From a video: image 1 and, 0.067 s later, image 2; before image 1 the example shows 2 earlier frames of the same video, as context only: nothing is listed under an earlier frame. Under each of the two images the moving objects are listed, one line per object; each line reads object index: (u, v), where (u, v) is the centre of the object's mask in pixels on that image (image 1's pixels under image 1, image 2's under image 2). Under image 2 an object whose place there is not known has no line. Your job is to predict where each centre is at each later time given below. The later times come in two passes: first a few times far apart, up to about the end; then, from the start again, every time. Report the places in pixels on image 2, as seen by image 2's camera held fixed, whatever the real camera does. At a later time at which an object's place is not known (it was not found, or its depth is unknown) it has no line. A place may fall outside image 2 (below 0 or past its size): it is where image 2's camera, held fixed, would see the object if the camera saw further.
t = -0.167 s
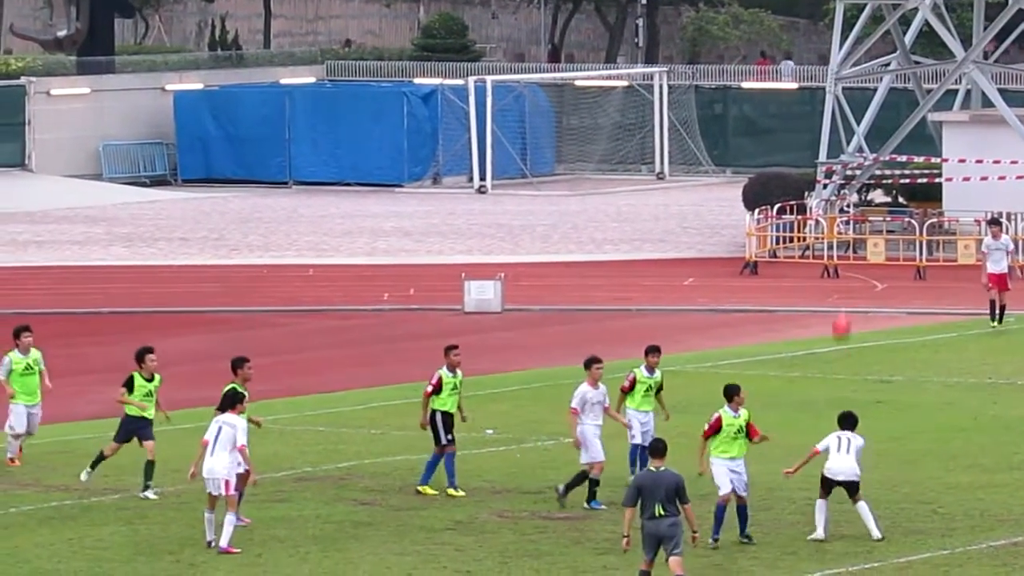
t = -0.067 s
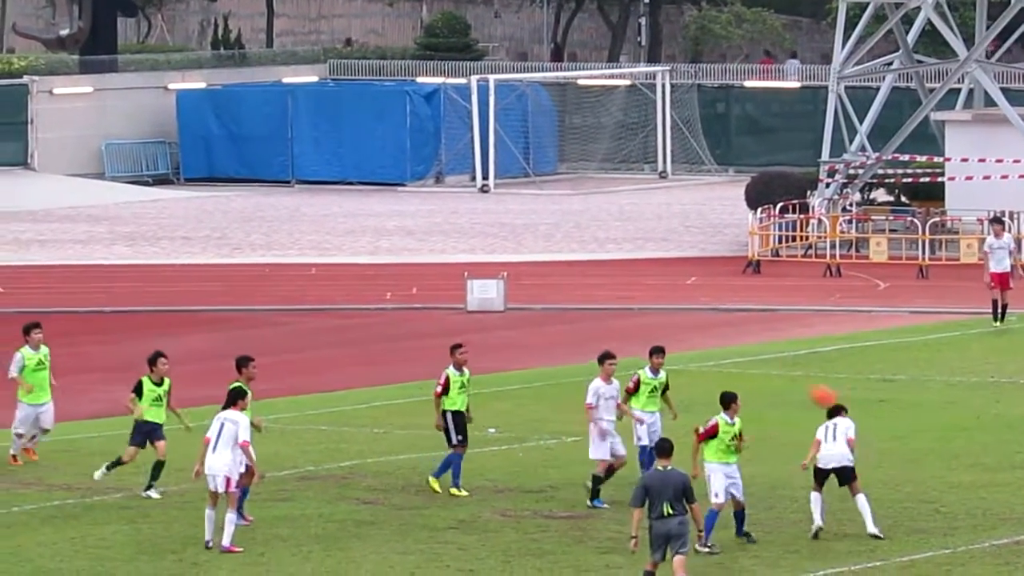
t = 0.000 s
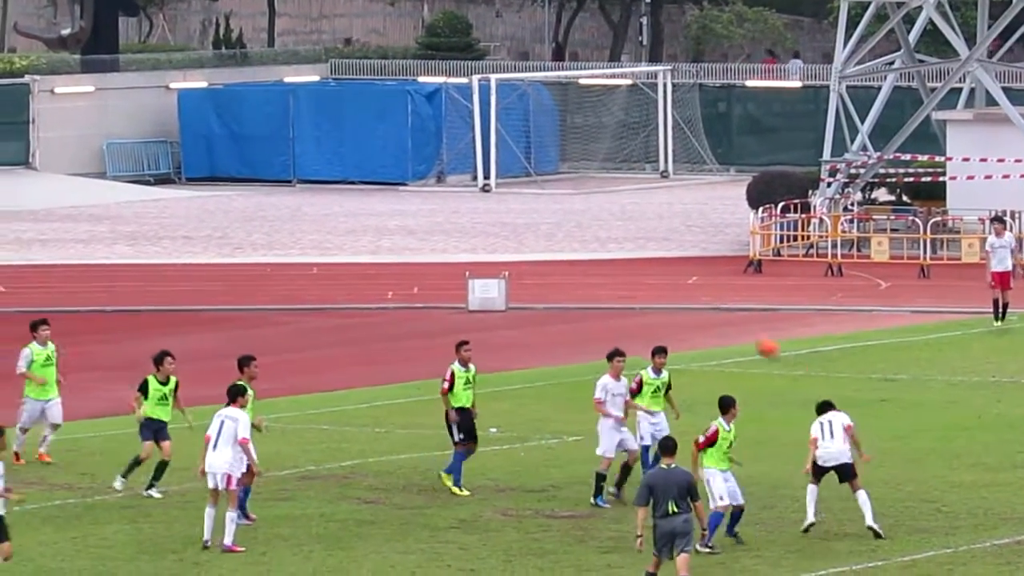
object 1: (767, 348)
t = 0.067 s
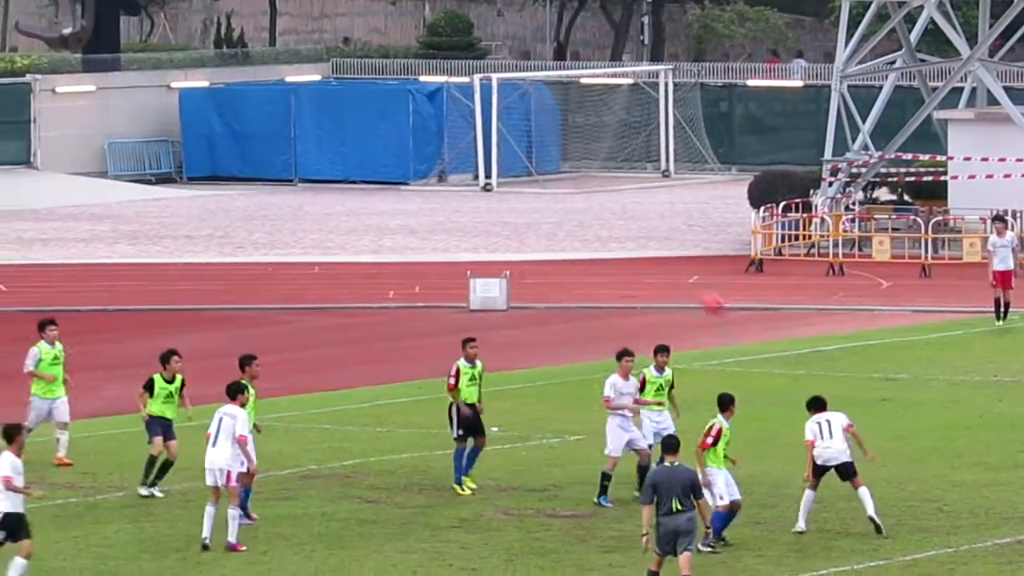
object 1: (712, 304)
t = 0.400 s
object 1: (451, 160)
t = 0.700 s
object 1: (241, 121)
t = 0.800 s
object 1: (176, 126)
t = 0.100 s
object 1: (685, 284)
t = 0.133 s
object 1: (658, 267)
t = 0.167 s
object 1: (631, 249)
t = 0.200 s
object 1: (604, 234)
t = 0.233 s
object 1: (577, 218)
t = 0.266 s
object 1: (551, 204)
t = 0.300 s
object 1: (525, 192)
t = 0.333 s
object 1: (500, 180)
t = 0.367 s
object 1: (474, 170)
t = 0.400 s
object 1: (451, 160)
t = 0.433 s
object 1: (425, 151)
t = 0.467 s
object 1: (402, 143)
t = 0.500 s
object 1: (377, 137)
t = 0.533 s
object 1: (354, 133)
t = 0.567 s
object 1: (331, 128)
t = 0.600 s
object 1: (308, 125)
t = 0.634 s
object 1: (286, 123)
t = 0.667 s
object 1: (263, 121)
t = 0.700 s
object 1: (241, 121)
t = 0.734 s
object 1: (219, 121)
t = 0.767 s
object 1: (197, 123)
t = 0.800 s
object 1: (176, 126)
